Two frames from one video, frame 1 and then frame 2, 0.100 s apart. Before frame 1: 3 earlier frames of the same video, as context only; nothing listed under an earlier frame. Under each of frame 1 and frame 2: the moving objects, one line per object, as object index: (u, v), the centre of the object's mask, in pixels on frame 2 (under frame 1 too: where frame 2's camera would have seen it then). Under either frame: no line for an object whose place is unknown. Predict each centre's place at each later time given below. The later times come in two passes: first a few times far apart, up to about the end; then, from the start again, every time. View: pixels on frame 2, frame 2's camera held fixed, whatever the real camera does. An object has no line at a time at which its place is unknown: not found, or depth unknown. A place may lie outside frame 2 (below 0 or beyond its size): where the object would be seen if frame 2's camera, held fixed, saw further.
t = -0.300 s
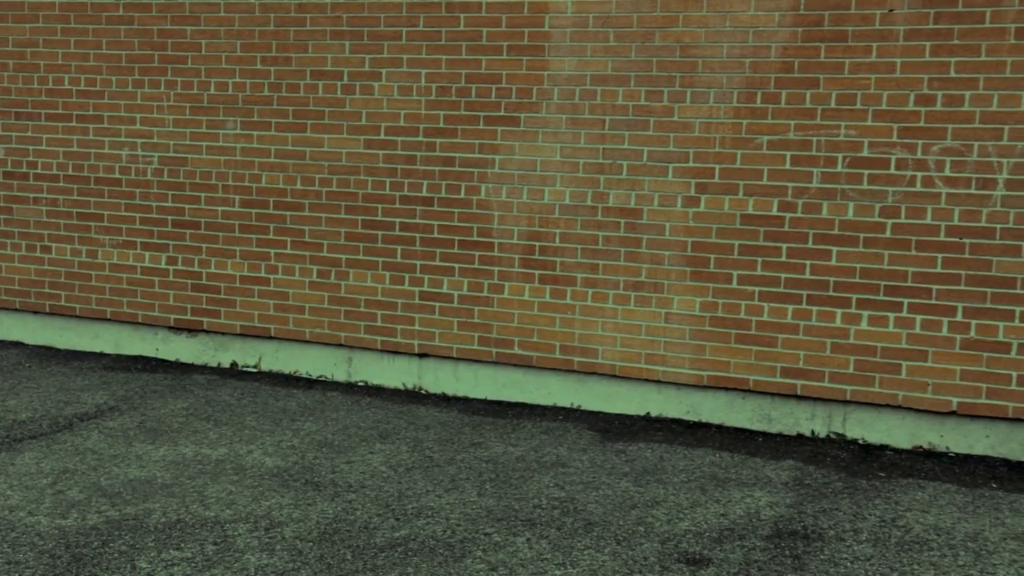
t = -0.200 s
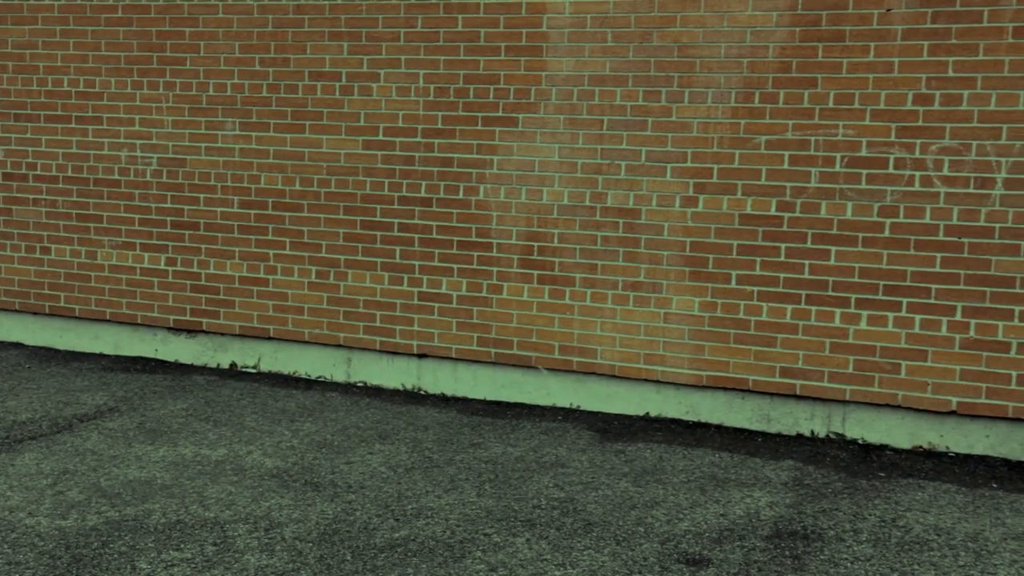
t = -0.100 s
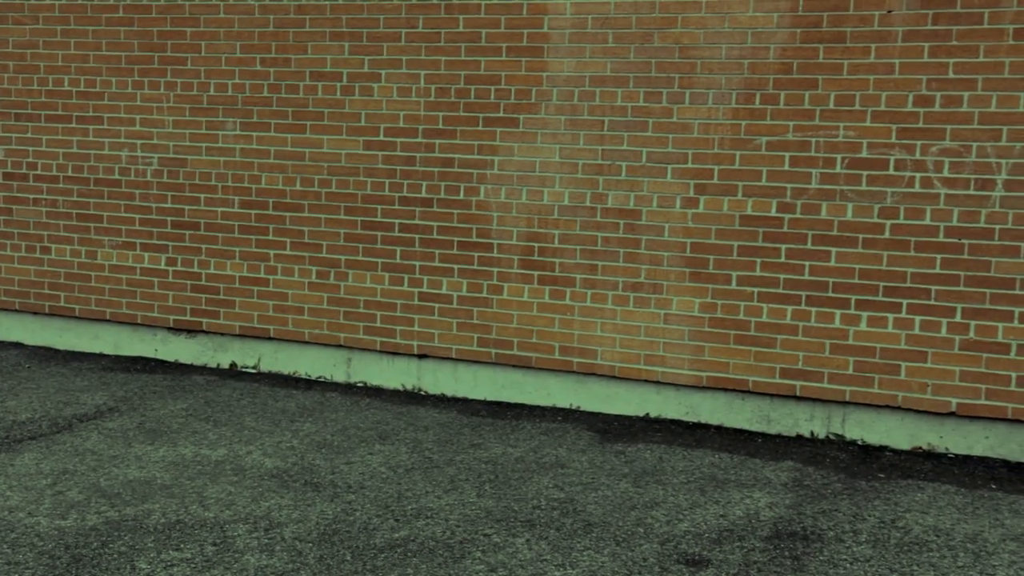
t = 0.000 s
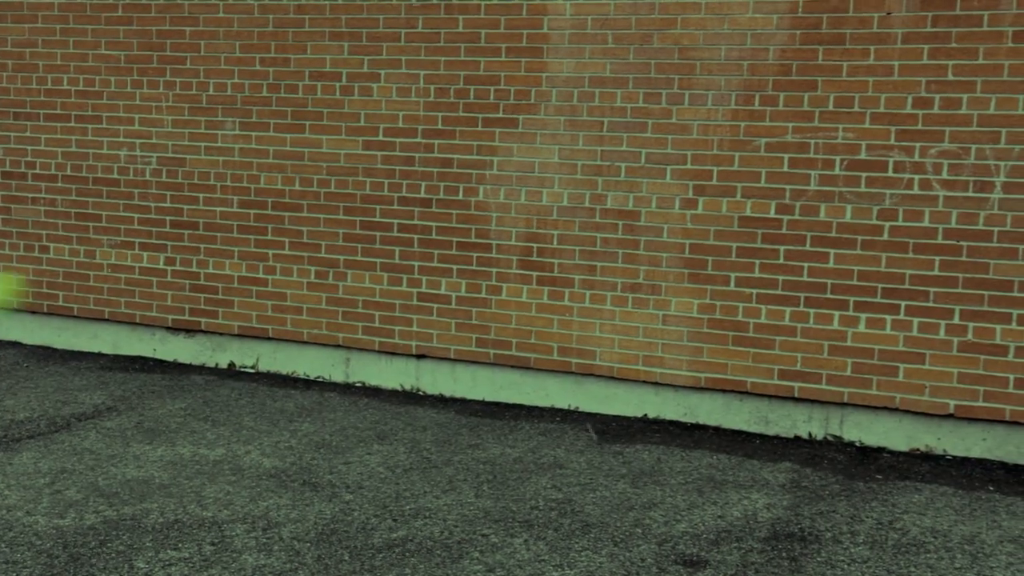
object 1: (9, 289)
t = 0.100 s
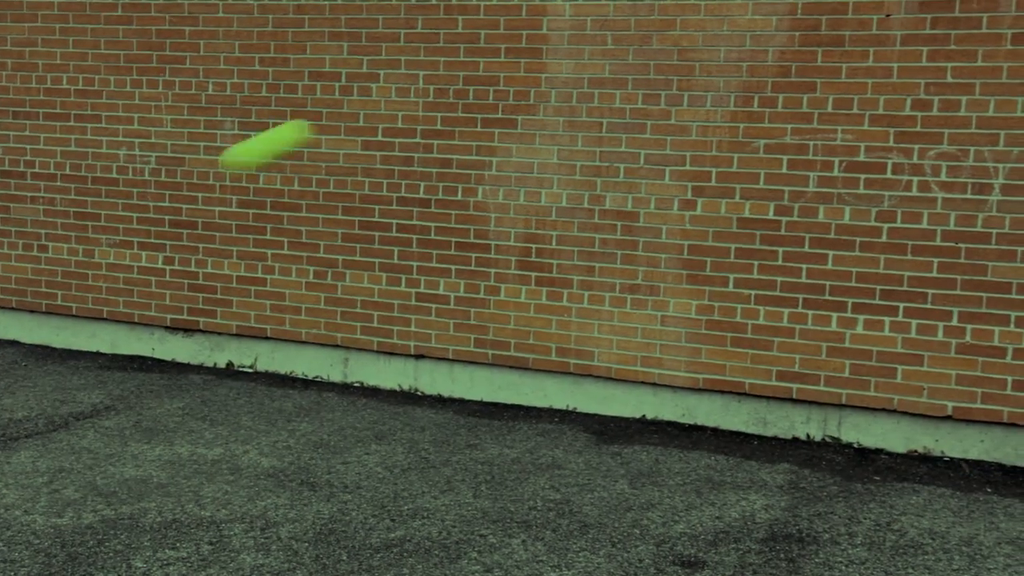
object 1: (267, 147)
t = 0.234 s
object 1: (485, 78)
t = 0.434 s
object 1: (643, 113)
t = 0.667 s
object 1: (660, 205)
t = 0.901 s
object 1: (558, 446)
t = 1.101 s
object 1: (468, 451)
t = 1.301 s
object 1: (349, 422)
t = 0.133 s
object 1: (336, 117)
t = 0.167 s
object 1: (395, 97)
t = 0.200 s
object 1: (444, 86)
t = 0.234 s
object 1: (485, 78)
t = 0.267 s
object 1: (521, 77)
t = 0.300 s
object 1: (552, 79)
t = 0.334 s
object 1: (579, 83)
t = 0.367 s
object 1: (603, 92)
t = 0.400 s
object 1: (624, 101)
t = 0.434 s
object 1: (643, 113)
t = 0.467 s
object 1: (660, 126)
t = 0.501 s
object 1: (676, 141)
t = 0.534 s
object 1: (690, 158)
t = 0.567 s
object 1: (691, 169)
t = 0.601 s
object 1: (682, 177)
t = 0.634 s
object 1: (672, 188)
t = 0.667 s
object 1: (660, 205)
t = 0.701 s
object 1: (649, 224)
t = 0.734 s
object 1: (637, 248)
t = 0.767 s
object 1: (623, 275)
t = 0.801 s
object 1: (609, 309)
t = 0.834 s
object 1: (593, 349)
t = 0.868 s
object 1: (576, 394)
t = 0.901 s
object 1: (558, 446)
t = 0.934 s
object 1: (539, 507)
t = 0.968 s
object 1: (521, 537)
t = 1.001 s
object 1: (509, 512)
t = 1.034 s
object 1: (497, 489)
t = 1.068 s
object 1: (483, 469)
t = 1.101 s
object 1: (468, 451)
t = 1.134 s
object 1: (452, 437)
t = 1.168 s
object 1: (435, 425)
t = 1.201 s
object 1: (416, 418)
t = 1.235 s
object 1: (396, 414)
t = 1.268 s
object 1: (374, 415)
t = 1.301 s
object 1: (349, 422)
